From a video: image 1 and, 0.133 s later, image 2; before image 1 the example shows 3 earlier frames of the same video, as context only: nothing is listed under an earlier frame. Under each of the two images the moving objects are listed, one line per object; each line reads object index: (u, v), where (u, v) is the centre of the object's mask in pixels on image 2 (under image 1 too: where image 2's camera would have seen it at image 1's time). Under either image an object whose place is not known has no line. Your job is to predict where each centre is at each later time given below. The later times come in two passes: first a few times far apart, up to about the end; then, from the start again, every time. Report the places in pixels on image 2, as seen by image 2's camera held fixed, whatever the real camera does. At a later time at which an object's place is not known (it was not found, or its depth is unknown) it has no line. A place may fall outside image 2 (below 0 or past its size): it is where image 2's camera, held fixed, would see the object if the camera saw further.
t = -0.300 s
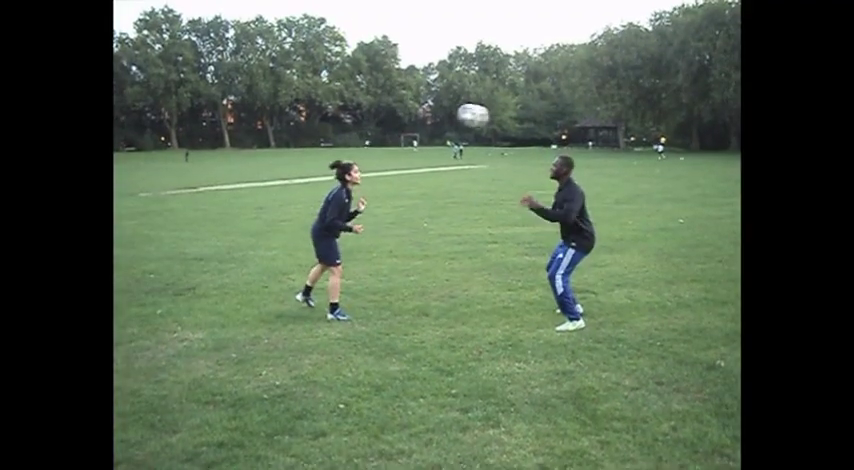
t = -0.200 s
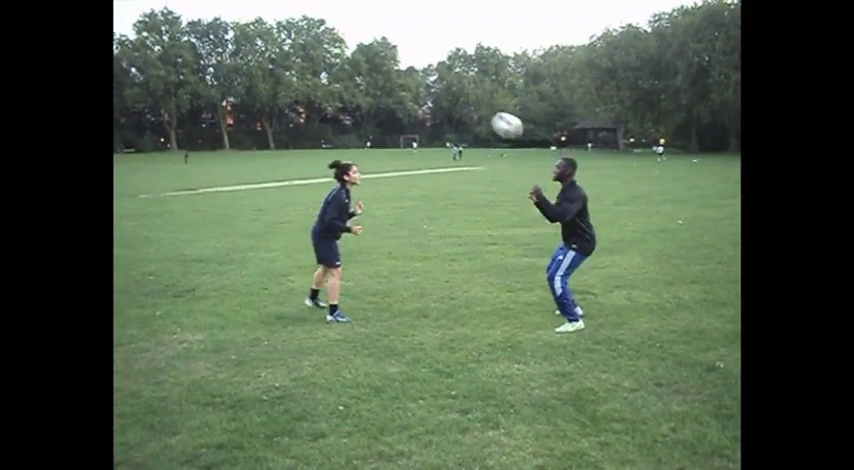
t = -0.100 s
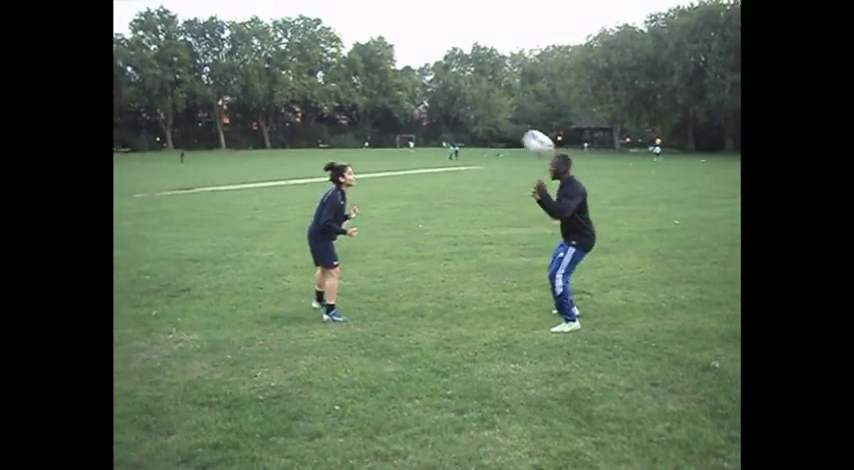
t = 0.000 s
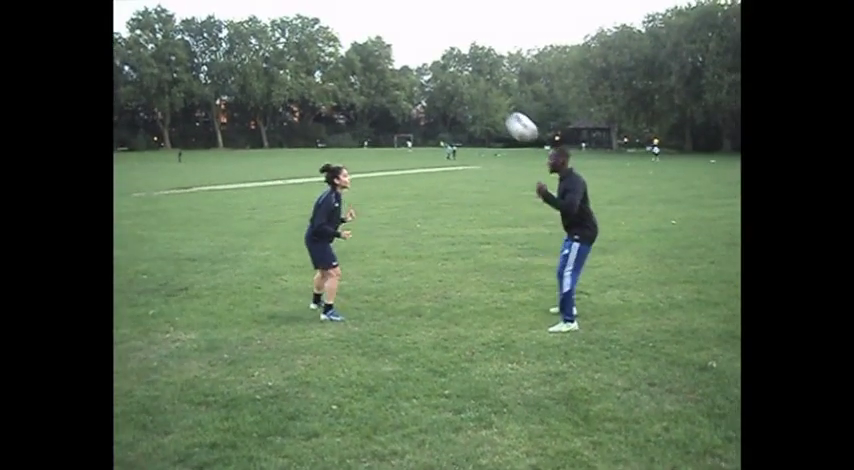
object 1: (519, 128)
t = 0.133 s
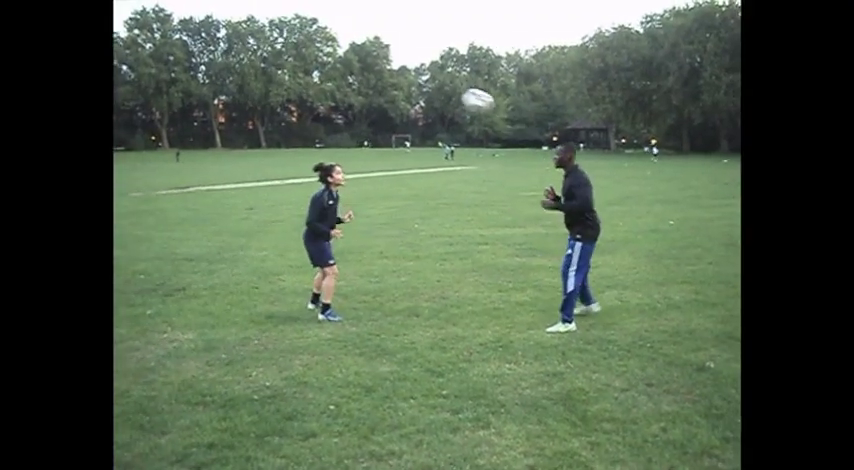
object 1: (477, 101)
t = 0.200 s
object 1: (457, 95)
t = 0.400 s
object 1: (395, 104)
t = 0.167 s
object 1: (467, 97)
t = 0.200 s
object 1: (457, 95)
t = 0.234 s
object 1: (446, 94)
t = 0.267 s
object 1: (436, 93)
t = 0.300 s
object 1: (426, 94)
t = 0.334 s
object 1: (416, 96)
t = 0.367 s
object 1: (406, 99)
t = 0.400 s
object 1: (395, 104)
